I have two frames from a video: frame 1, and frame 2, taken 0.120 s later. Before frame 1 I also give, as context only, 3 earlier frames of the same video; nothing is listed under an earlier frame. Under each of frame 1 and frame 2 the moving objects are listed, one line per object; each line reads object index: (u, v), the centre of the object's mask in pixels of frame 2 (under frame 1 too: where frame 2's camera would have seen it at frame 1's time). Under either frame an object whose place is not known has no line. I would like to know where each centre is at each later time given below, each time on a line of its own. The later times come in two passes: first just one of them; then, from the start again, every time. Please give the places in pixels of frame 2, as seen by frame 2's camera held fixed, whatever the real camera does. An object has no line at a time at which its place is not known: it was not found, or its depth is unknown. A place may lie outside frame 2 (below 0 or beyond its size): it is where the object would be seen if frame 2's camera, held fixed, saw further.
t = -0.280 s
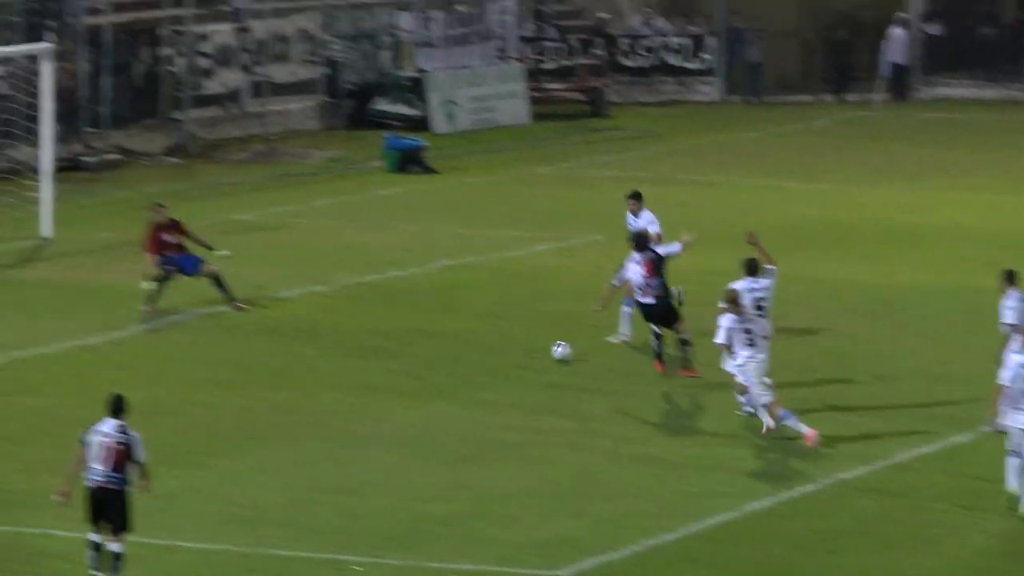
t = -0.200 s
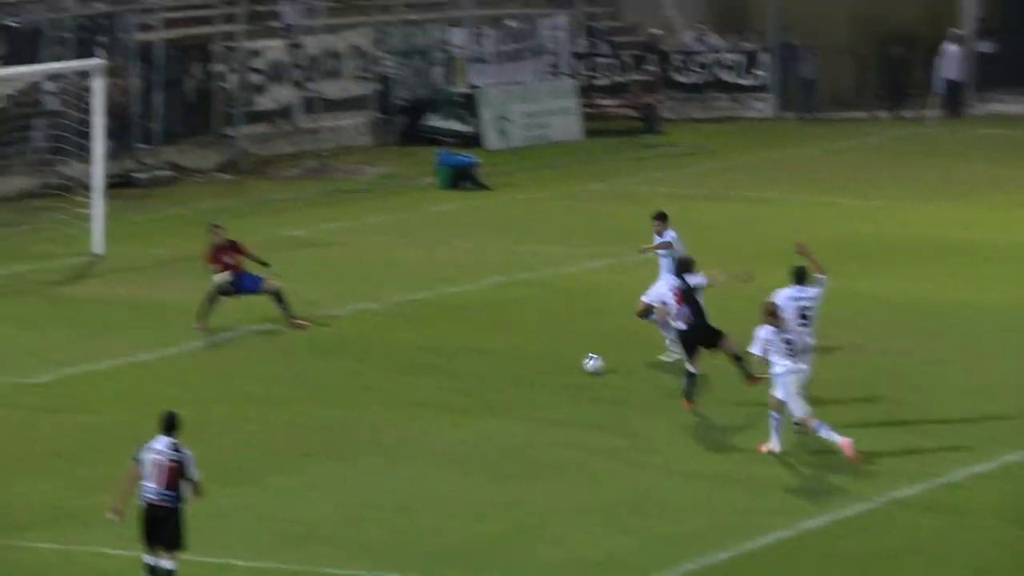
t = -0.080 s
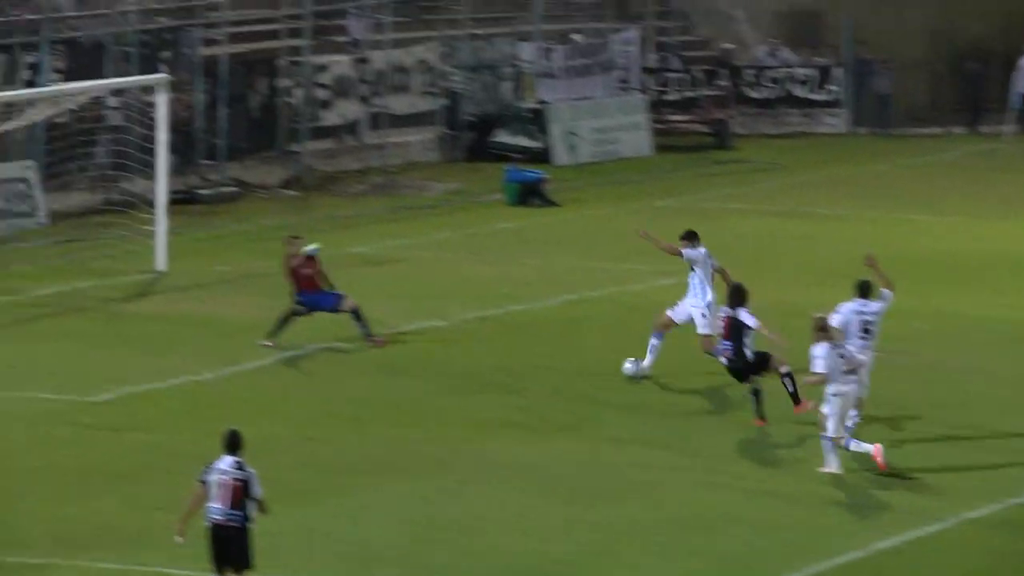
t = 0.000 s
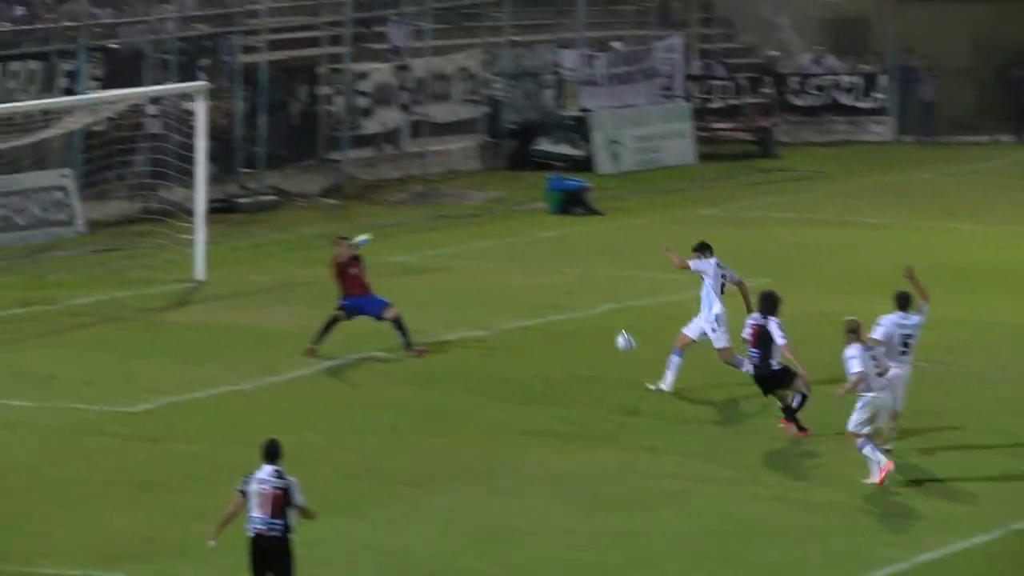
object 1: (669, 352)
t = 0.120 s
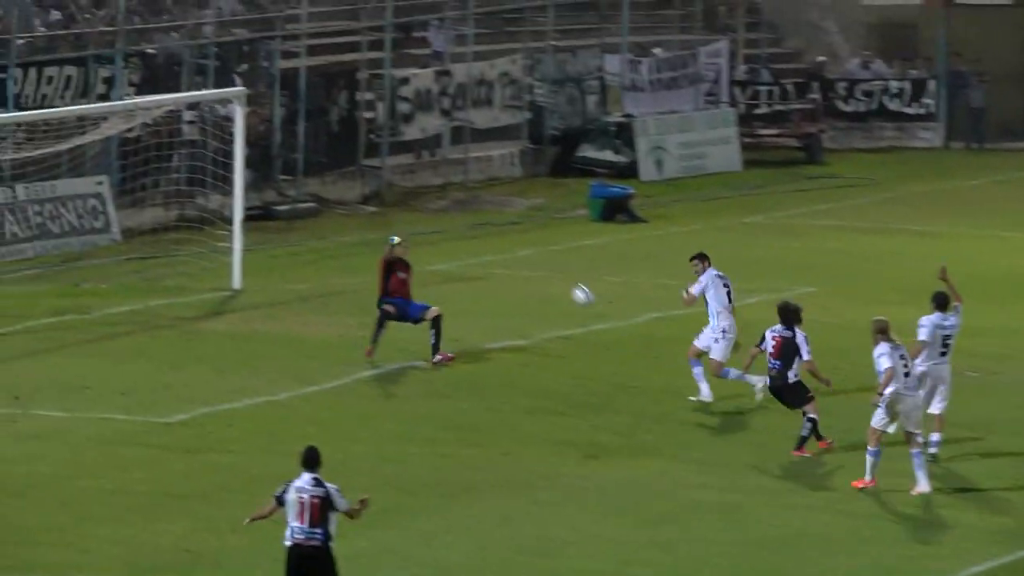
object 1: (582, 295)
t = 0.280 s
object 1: (465, 233)
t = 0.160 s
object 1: (553, 278)
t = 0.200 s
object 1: (524, 262)
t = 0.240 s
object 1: (494, 247)
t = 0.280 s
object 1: (465, 233)
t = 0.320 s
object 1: (435, 220)
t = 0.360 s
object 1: (406, 207)
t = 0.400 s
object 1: (374, 197)
